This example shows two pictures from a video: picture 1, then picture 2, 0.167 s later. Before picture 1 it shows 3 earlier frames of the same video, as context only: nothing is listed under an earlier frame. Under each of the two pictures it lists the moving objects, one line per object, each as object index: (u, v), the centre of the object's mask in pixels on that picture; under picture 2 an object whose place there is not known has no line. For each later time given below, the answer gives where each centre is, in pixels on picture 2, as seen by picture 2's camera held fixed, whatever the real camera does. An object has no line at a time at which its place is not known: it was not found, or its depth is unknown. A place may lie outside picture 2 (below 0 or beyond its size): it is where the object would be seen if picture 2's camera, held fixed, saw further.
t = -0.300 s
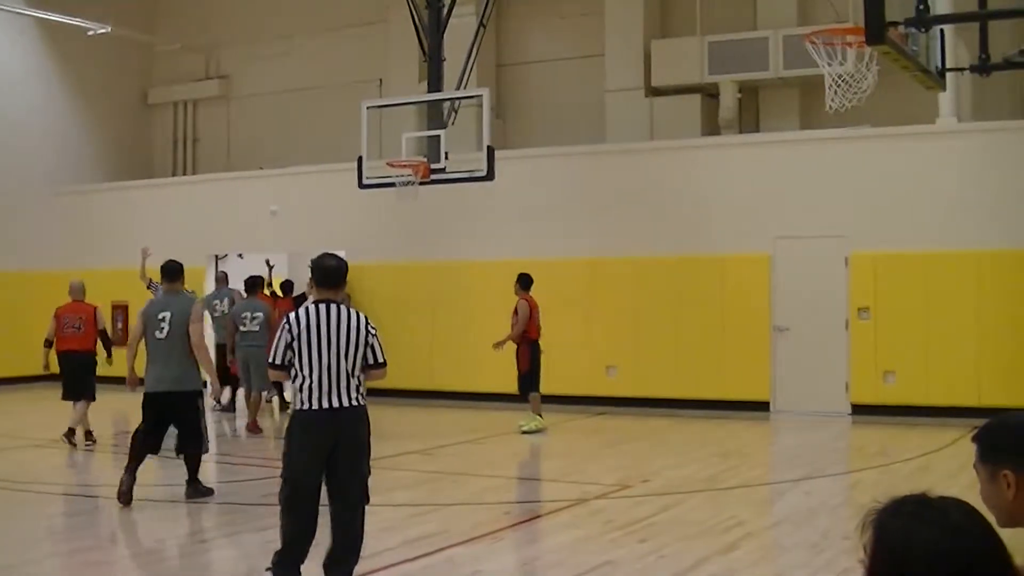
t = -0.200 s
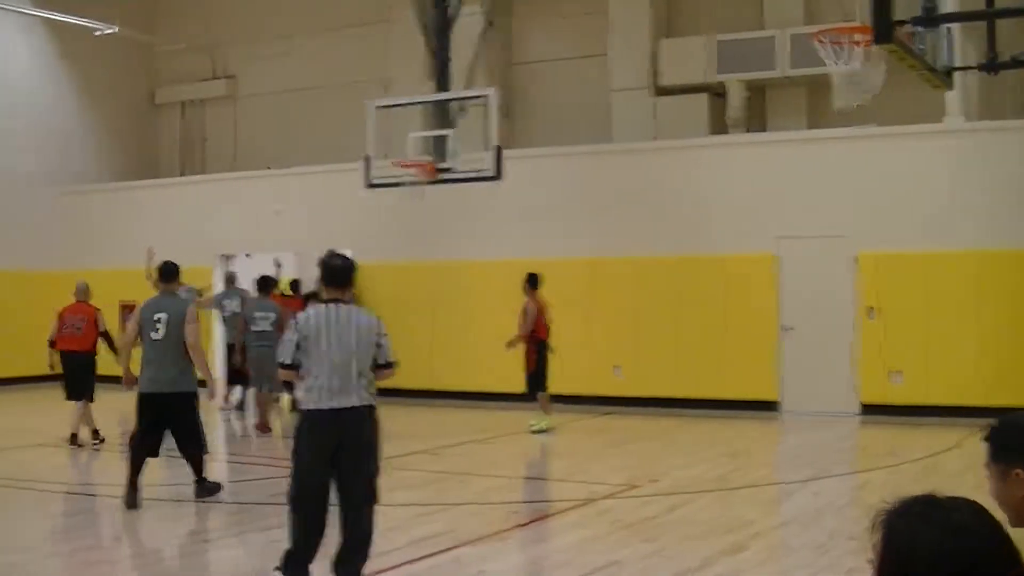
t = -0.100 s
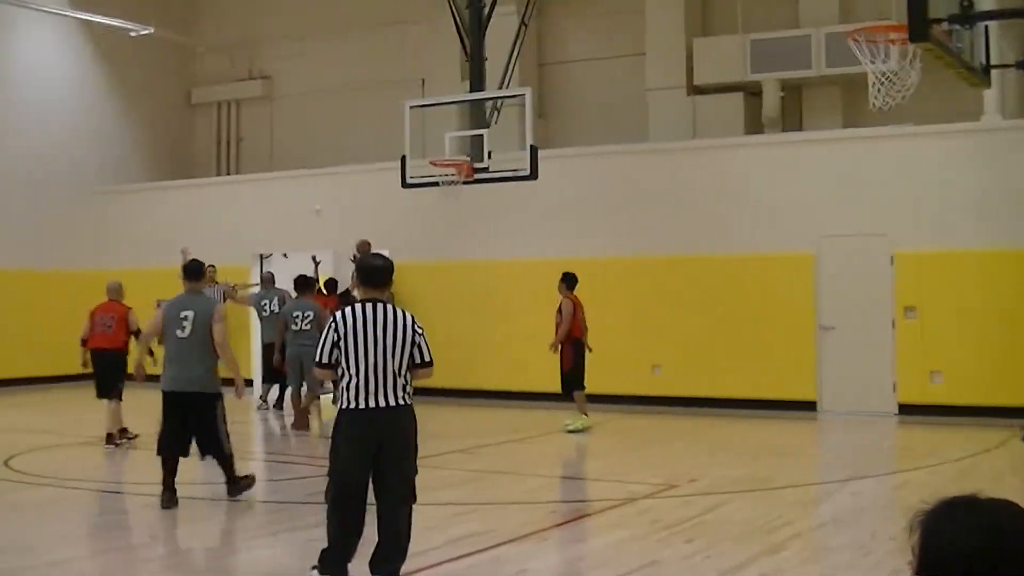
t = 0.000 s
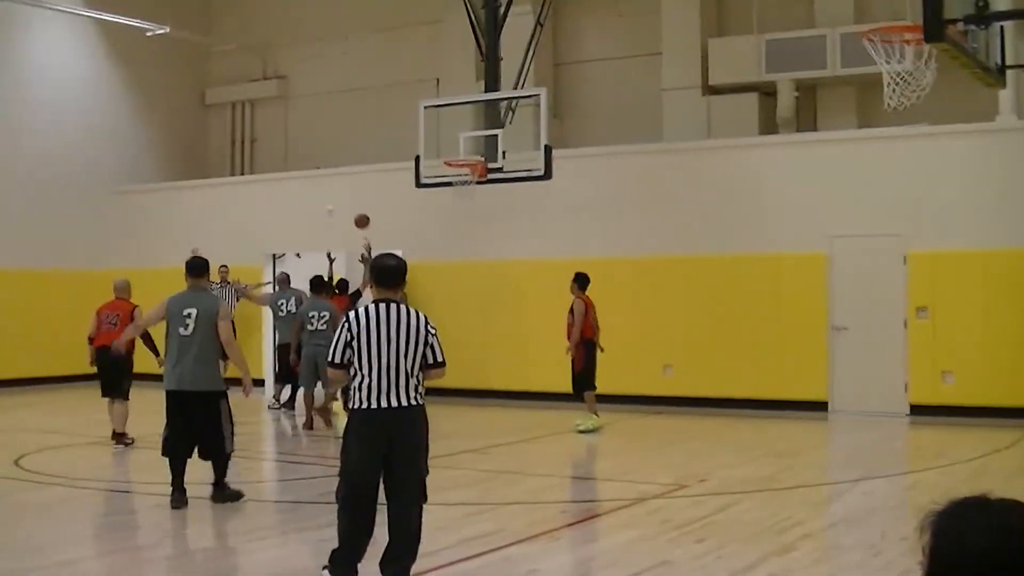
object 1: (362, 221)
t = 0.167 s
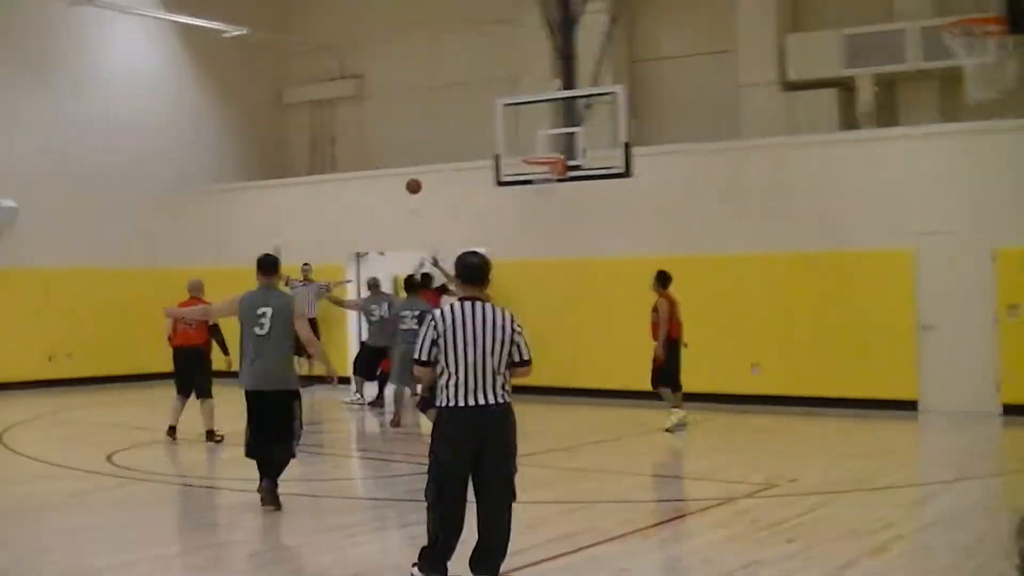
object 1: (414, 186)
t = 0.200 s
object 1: (408, 185)
